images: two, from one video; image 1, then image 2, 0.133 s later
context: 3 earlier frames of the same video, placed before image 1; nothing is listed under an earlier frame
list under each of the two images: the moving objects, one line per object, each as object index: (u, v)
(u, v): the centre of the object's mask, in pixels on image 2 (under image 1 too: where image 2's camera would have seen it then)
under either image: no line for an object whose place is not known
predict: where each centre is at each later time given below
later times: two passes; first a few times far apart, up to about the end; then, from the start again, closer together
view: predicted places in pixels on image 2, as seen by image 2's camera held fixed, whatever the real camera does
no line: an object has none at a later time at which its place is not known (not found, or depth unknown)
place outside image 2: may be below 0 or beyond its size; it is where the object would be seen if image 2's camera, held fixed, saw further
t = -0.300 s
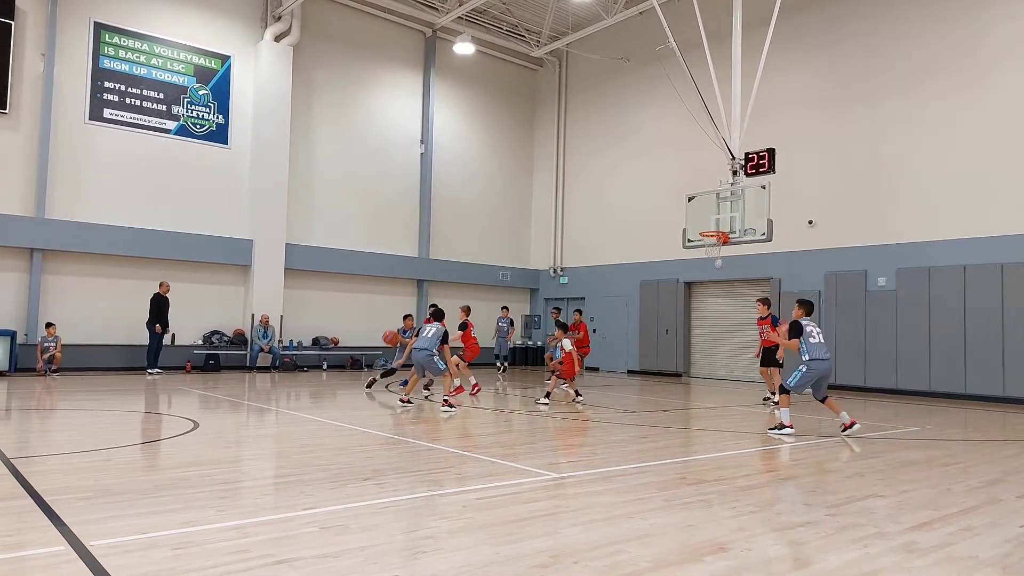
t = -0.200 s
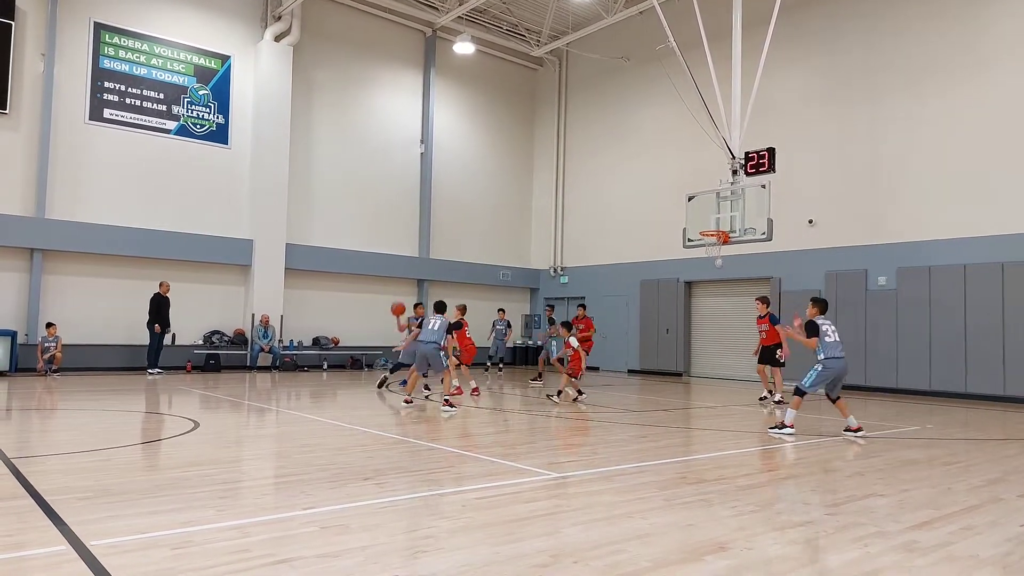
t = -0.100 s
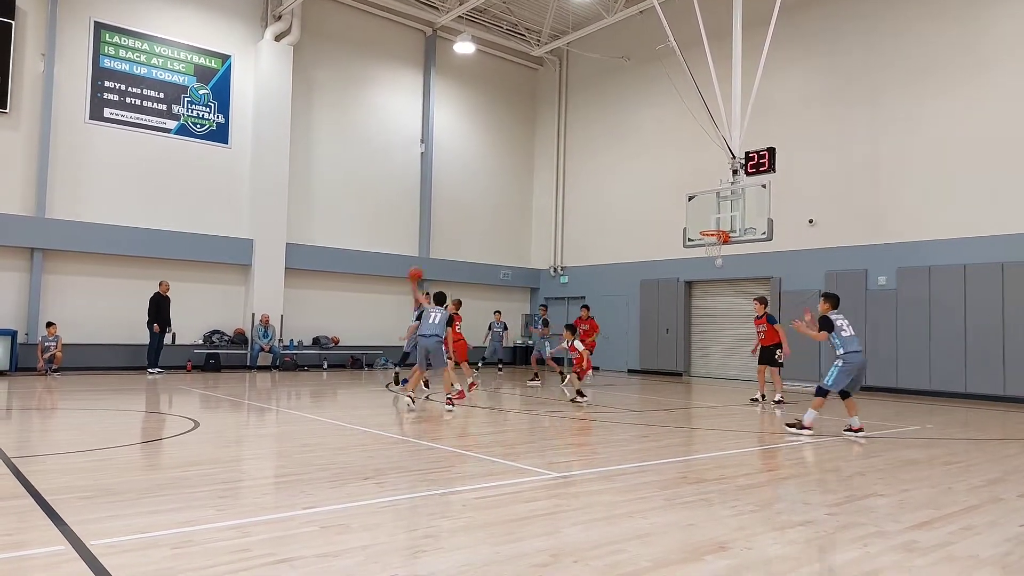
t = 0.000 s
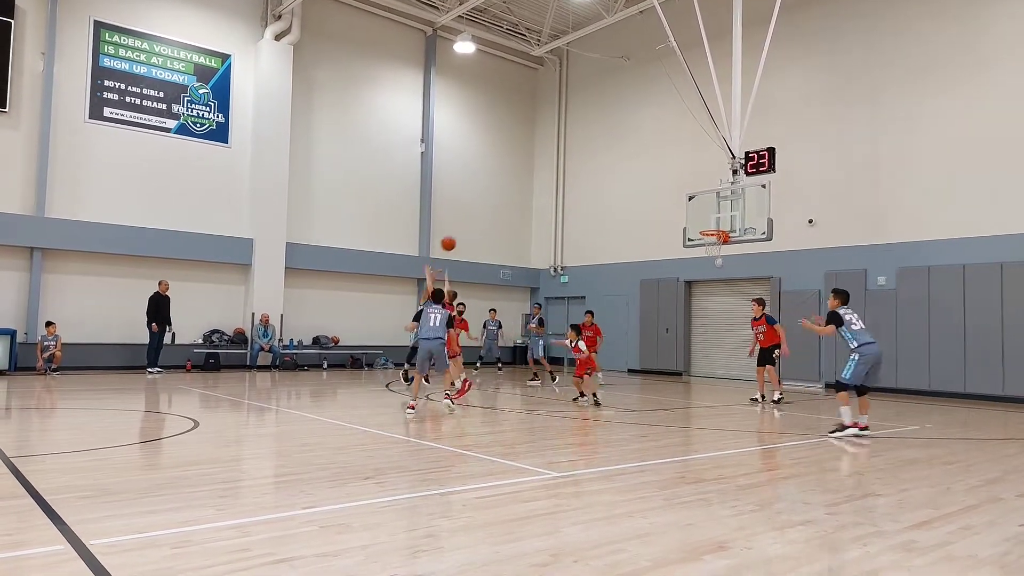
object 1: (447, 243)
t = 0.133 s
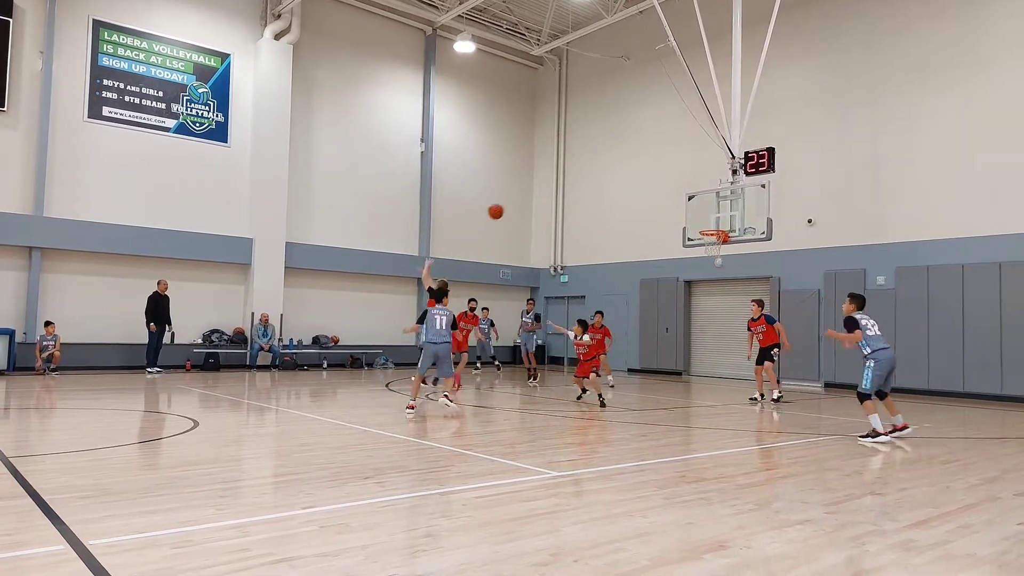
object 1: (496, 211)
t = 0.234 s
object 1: (535, 193)
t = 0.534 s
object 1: (669, 177)
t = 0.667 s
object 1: (737, 192)
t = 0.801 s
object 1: (813, 224)
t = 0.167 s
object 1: (509, 204)
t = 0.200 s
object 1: (521, 199)
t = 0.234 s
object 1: (535, 193)
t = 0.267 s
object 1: (548, 189)
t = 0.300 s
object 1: (563, 185)
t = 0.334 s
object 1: (577, 182)
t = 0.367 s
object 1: (592, 179)
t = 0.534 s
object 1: (669, 177)
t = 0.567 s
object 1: (685, 180)
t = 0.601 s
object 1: (702, 183)
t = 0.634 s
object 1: (719, 187)
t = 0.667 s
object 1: (737, 192)
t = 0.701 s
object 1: (755, 198)
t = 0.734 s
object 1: (774, 205)
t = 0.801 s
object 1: (813, 224)
